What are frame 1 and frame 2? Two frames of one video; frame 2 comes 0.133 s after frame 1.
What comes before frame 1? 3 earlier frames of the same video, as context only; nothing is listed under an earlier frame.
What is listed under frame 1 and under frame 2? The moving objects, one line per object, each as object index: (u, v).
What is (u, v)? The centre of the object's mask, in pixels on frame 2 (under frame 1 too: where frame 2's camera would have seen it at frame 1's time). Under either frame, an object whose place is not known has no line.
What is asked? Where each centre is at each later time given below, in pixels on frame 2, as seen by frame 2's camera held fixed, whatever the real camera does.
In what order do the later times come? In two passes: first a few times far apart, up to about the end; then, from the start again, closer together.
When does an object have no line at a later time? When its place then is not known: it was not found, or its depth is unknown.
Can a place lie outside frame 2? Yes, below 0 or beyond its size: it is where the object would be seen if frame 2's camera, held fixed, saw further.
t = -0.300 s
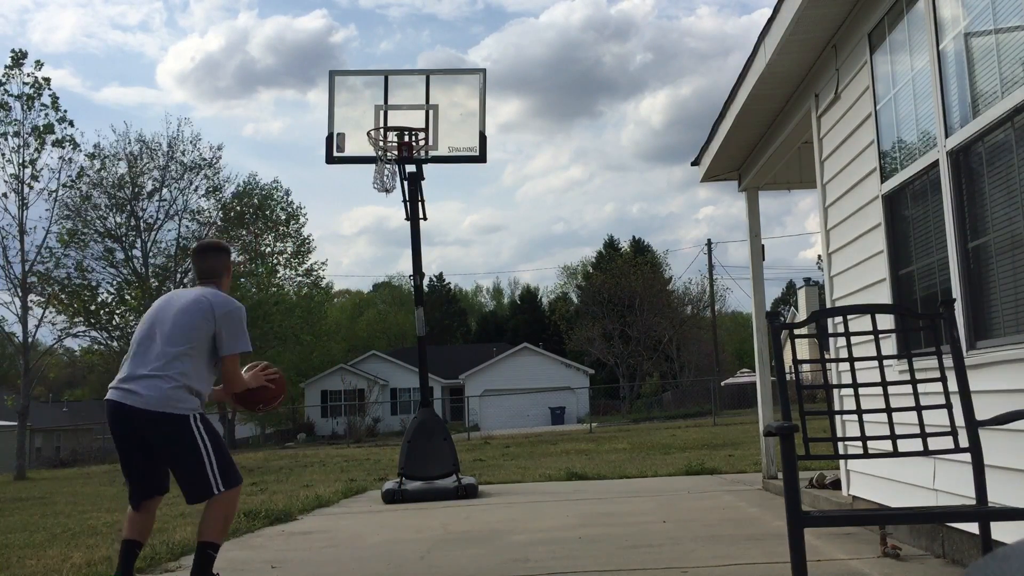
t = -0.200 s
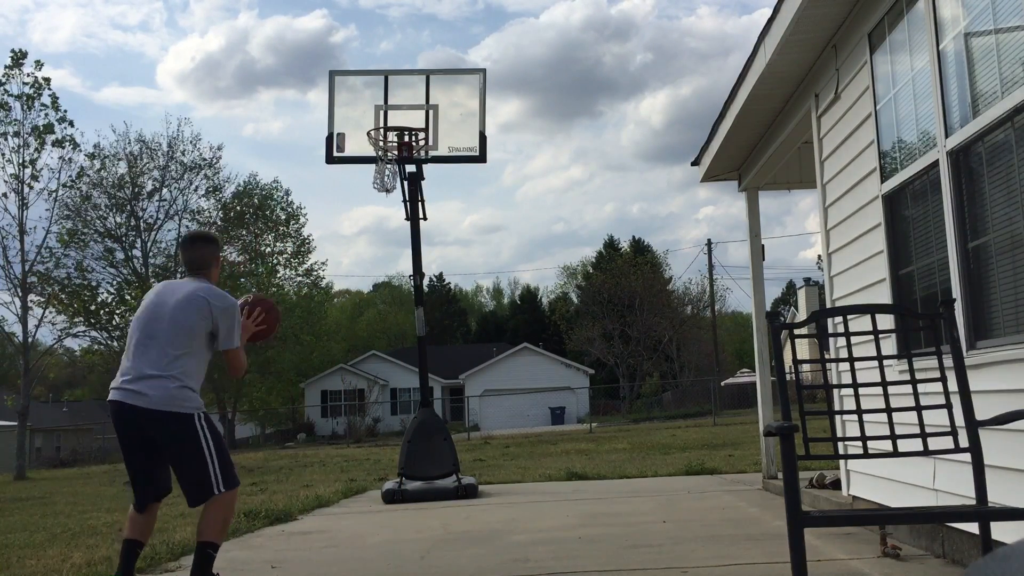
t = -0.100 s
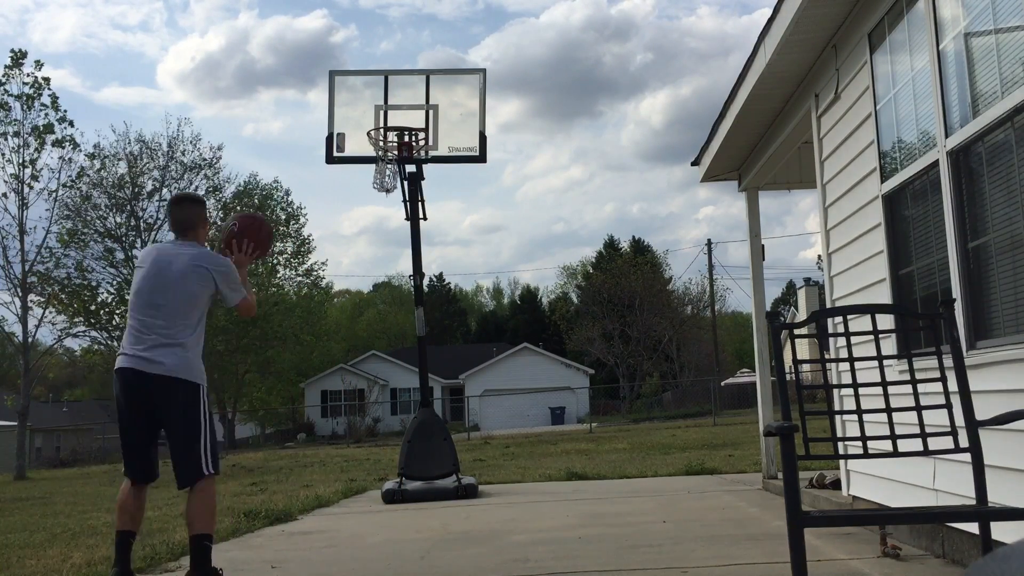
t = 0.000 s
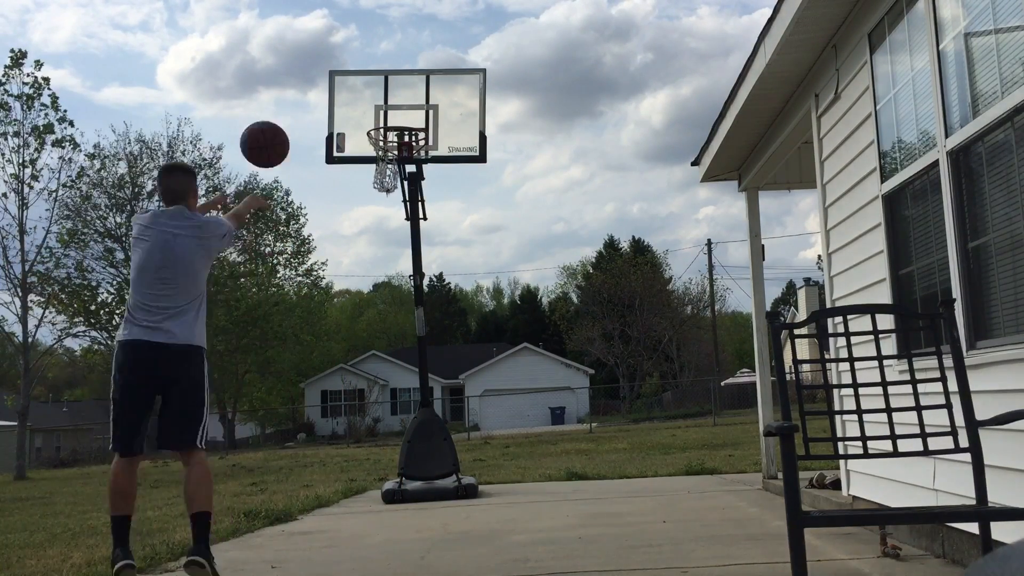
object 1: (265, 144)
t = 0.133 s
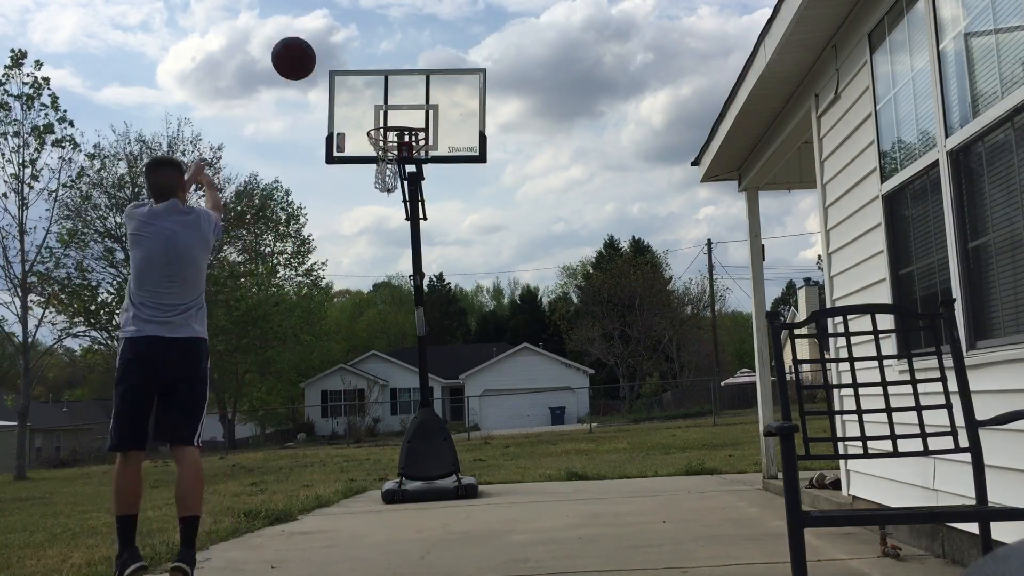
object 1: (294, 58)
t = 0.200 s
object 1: (306, 31)
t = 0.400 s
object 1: (340, 9)
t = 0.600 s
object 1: (368, 28)
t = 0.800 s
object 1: (393, 100)
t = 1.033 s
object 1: (398, 85)
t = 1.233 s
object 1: (401, 102)
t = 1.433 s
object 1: (405, 184)
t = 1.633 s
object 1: (414, 352)
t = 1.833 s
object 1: (420, 454)
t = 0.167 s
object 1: (300, 44)
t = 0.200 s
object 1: (306, 31)
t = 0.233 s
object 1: (312, 22)
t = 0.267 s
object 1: (318, 16)
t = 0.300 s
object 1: (324, 13)
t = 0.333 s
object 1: (330, 11)
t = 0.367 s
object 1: (335, 9)
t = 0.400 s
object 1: (340, 9)
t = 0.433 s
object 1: (345, 9)
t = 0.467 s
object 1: (350, 11)
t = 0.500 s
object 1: (354, 12)
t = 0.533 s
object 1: (359, 15)
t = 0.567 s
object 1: (363, 21)
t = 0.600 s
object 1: (368, 28)
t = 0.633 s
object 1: (372, 38)
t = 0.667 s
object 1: (377, 48)
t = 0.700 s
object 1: (381, 59)
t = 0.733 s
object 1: (385, 72)
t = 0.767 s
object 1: (389, 86)
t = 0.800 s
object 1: (393, 100)
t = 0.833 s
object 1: (396, 115)
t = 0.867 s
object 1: (397, 108)
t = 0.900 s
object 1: (397, 101)
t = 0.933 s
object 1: (397, 95)
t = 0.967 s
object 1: (397, 90)
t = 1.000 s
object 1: (398, 87)
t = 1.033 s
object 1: (398, 85)
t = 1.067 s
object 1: (398, 84)
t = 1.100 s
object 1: (399, 85)
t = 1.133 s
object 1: (399, 87)
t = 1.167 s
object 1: (400, 90)
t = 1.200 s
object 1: (401, 95)
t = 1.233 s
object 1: (401, 102)
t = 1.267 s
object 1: (402, 111)
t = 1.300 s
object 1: (403, 121)
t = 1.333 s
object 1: (403, 134)
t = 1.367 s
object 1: (404, 148)
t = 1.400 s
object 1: (405, 165)
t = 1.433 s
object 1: (405, 184)
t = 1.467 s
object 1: (407, 205)
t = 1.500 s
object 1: (409, 229)
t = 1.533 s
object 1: (410, 255)
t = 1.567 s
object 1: (411, 284)
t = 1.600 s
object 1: (413, 316)
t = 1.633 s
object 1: (414, 352)
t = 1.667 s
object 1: (417, 389)
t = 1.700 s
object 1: (419, 432)
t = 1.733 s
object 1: (421, 479)
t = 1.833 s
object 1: (420, 454)
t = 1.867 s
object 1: (418, 419)
